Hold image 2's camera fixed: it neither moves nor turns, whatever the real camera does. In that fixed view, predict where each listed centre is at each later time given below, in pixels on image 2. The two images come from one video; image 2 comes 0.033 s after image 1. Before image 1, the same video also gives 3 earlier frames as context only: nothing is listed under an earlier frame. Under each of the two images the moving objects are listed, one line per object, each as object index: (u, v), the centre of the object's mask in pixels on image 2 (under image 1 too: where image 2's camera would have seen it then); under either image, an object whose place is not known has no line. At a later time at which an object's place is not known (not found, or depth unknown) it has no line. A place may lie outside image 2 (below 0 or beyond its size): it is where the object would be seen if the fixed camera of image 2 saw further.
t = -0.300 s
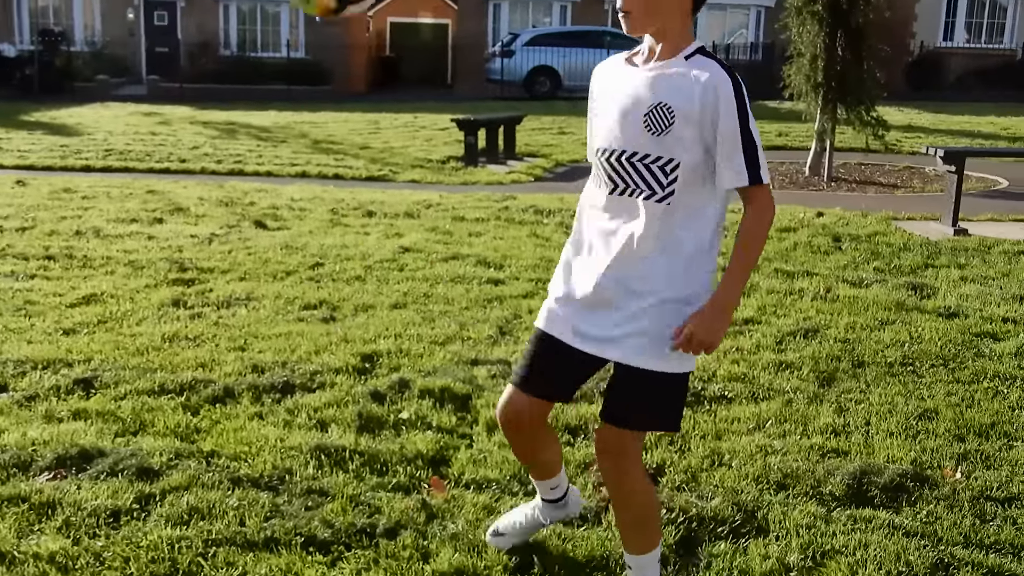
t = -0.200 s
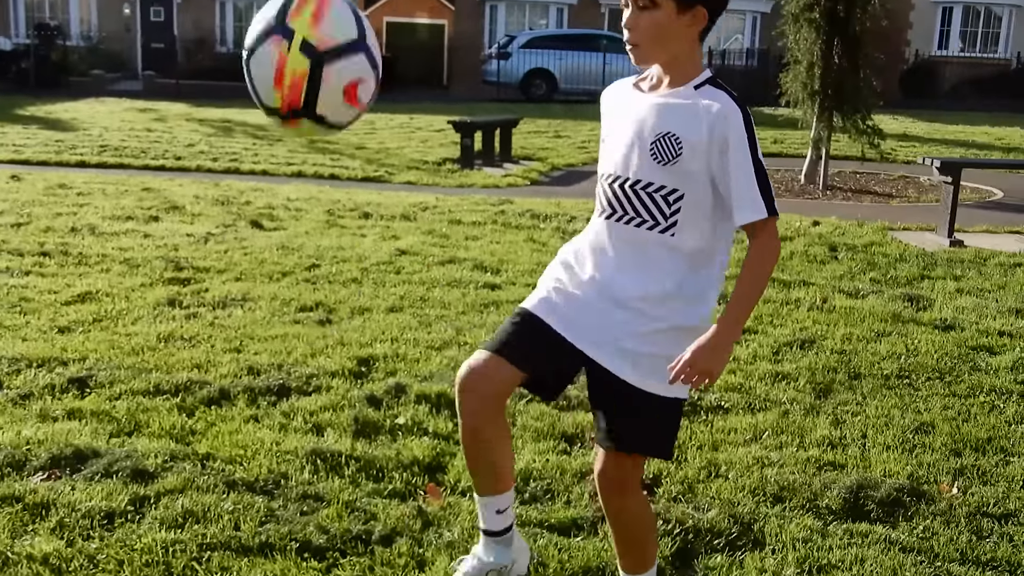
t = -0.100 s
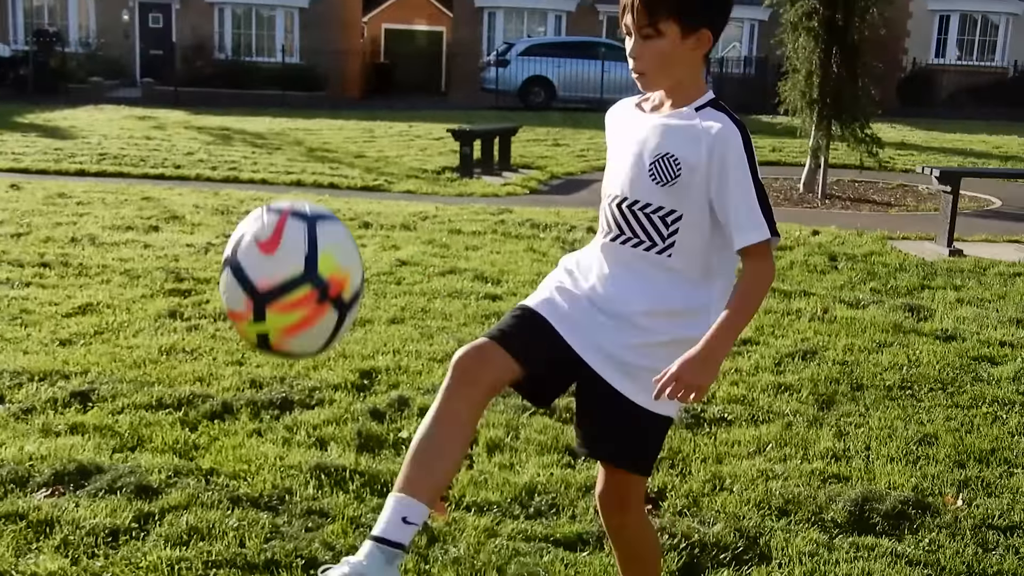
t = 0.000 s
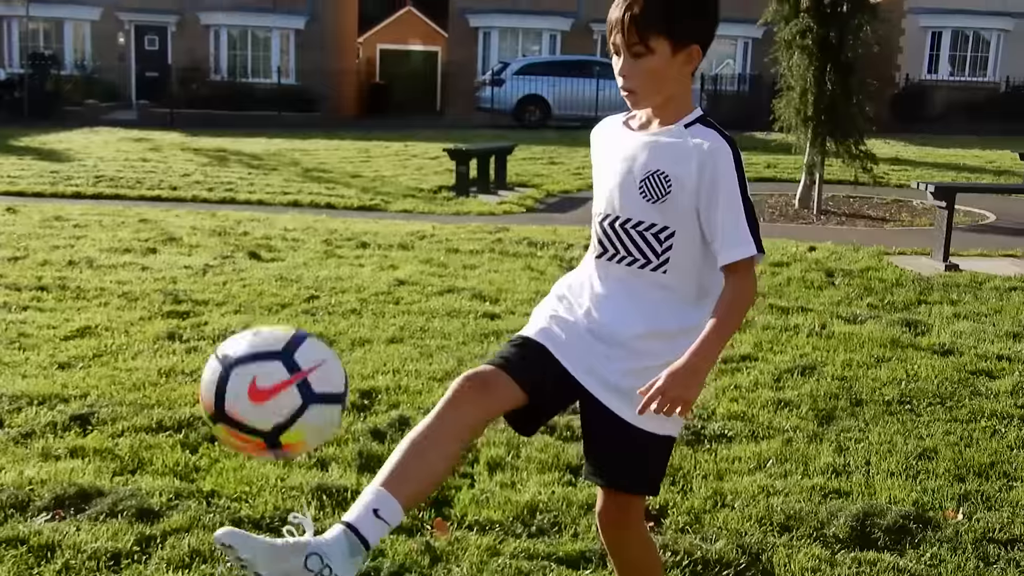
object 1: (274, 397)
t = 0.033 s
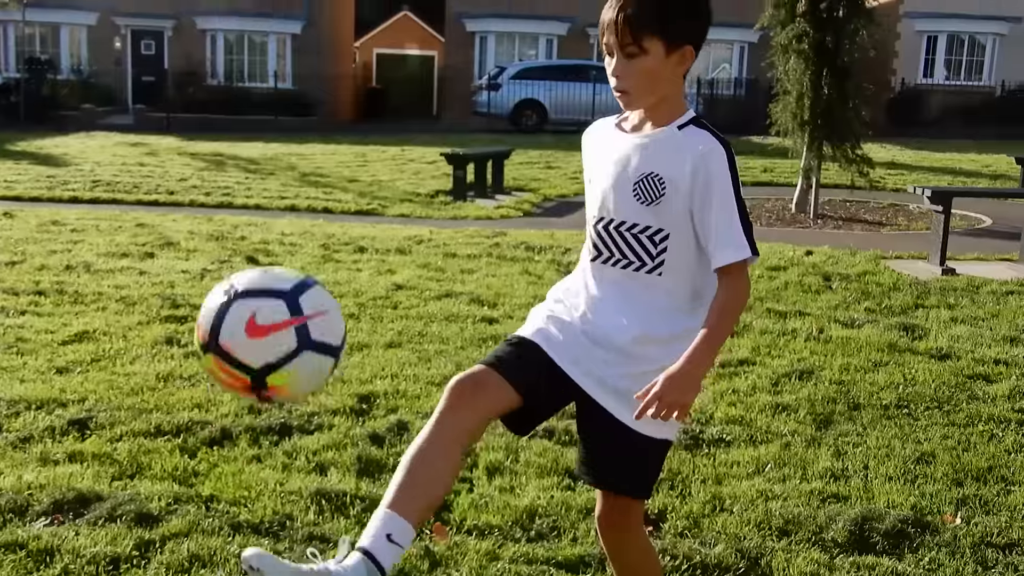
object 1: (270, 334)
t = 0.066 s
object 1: (268, 276)
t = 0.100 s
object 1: (265, 223)
